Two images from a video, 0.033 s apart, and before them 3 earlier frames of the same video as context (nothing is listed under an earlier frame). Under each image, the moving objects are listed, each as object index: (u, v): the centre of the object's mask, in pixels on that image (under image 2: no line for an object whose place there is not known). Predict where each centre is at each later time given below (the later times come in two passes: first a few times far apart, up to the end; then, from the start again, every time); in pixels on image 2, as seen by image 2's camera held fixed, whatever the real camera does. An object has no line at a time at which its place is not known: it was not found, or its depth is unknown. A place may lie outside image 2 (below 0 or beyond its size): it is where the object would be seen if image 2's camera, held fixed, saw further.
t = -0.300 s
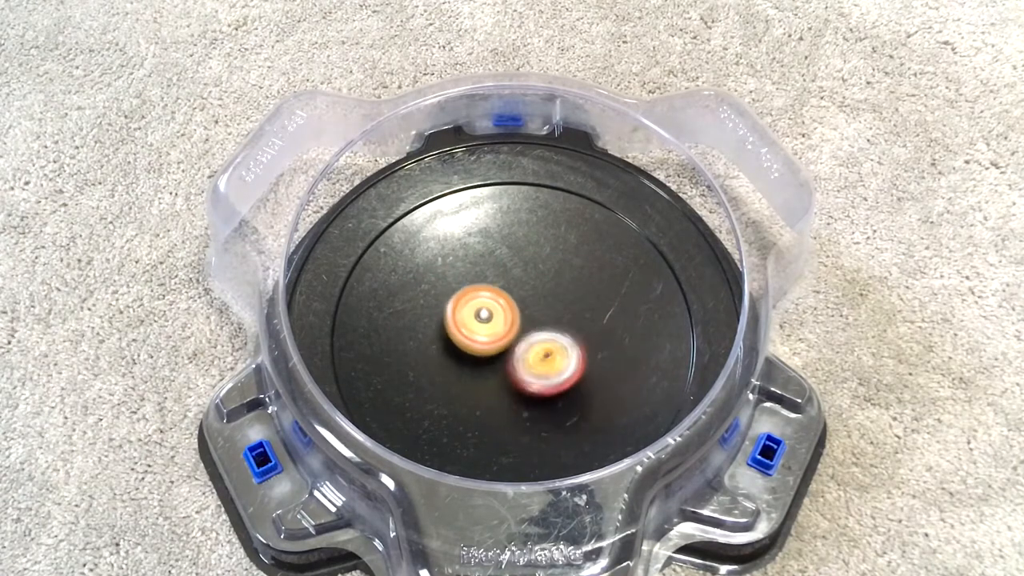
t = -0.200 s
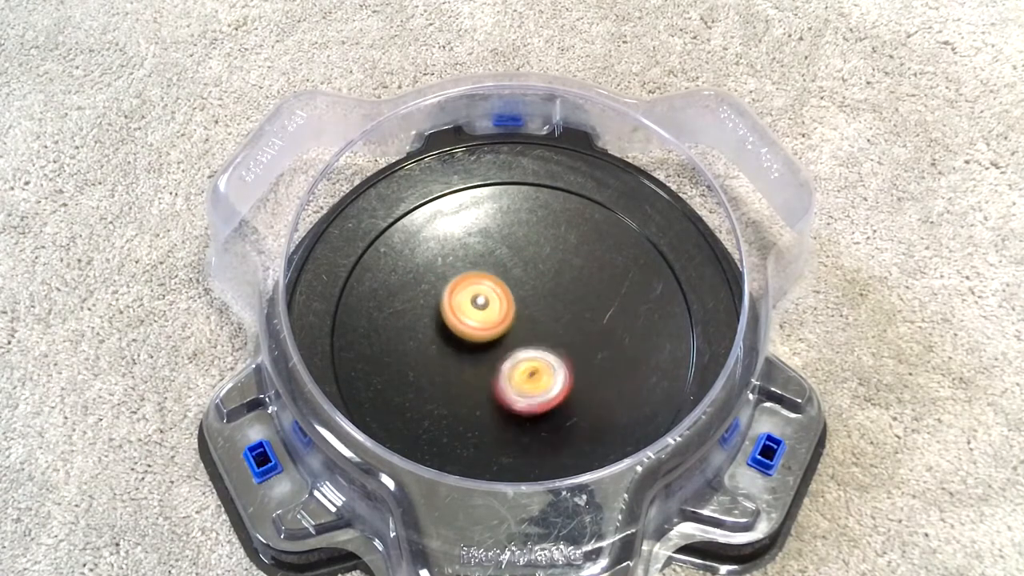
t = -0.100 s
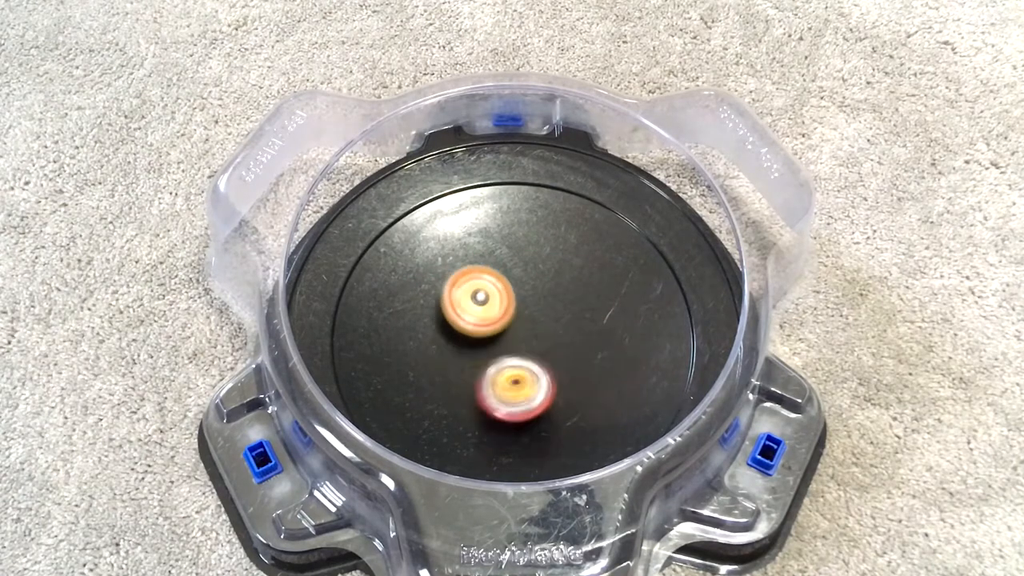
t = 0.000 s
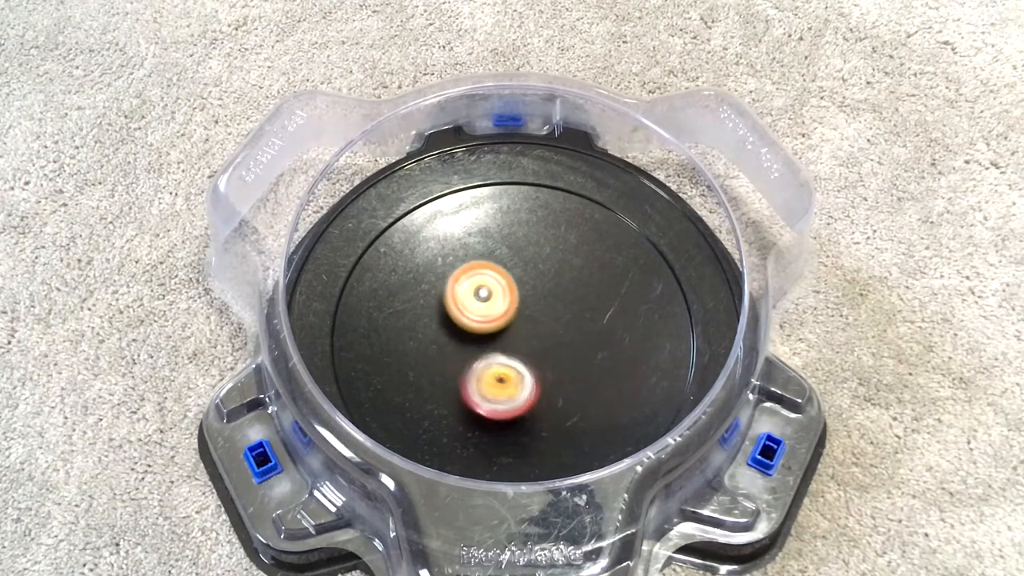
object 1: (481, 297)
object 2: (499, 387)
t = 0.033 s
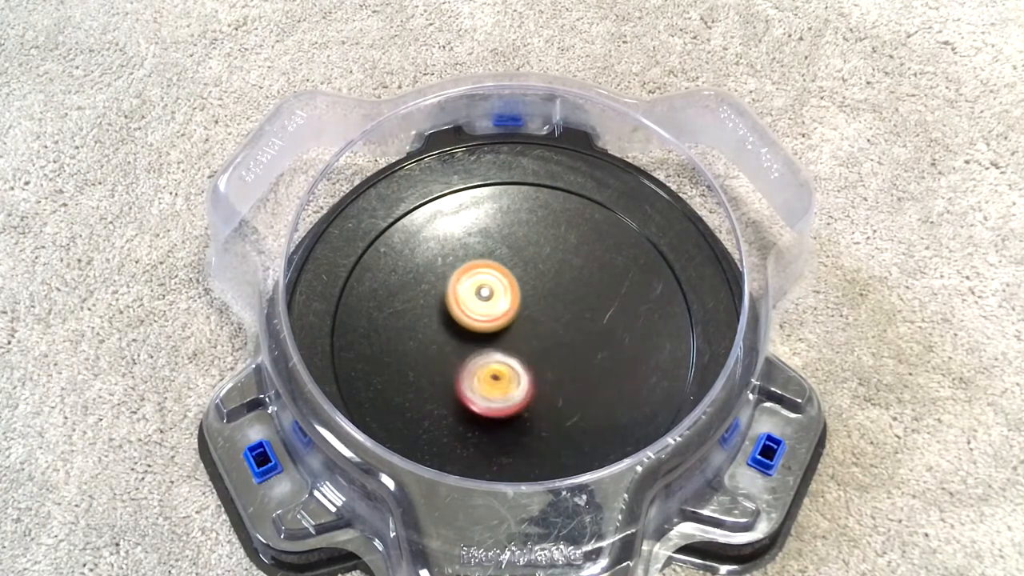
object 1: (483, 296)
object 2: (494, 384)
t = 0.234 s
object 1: (499, 294)
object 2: (466, 356)
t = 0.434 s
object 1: (517, 302)
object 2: (452, 341)
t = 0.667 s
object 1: (536, 319)
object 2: (454, 322)
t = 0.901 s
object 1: (542, 344)
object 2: (451, 299)
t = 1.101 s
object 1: (525, 355)
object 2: (492, 289)
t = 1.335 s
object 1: (504, 358)
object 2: (538, 280)
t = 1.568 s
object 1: (492, 337)
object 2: (568, 312)
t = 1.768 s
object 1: (490, 314)
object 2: (573, 349)
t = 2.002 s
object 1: (512, 300)
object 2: (538, 369)
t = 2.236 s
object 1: (533, 300)
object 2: (492, 361)
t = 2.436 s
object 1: (556, 313)
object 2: (469, 348)
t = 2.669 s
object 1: (558, 345)
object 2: (484, 336)
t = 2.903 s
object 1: (521, 391)
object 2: (506, 322)
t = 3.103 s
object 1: (472, 384)
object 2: (524, 330)
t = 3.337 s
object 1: (439, 339)
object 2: (523, 331)
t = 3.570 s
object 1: (449, 272)
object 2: (526, 342)
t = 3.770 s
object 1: (490, 245)
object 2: (537, 347)
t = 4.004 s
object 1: (548, 273)
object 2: (536, 349)
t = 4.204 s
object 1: (588, 329)
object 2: (511, 353)
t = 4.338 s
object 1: (606, 363)
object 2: (502, 346)
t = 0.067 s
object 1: (485, 295)
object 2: (489, 381)
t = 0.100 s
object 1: (487, 295)
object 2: (485, 376)
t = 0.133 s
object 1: (489, 295)
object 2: (481, 371)
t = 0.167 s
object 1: (491, 295)
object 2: (476, 366)
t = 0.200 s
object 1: (494, 294)
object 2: (471, 360)
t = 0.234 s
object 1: (499, 294)
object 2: (466, 356)
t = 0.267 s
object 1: (504, 294)
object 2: (461, 355)
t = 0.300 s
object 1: (507, 296)
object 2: (457, 352)
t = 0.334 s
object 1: (511, 297)
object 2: (454, 350)
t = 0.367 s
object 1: (513, 299)
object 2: (453, 347)
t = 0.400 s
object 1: (515, 301)
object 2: (453, 343)
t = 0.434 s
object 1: (517, 302)
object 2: (452, 341)
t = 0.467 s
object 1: (521, 304)
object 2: (451, 338)
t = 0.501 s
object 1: (523, 305)
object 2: (450, 335)
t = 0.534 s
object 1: (525, 308)
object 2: (452, 333)
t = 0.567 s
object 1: (527, 310)
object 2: (453, 330)
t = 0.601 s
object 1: (529, 313)
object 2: (454, 328)
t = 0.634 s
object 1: (531, 315)
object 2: (455, 325)
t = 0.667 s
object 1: (536, 319)
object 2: (454, 322)
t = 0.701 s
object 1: (542, 325)
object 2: (449, 317)
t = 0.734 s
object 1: (545, 329)
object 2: (445, 313)
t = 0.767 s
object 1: (545, 333)
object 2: (444, 310)
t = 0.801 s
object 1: (546, 336)
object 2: (444, 305)
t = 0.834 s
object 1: (545, 339)
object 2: (445, 303)
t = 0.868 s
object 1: (544, 341)
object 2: (448, 301)
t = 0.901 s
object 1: (542, 344)
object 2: (451, 299)
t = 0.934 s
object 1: (540, 346)
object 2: (456, 297)
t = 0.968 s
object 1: (538, 347)
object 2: (462, 295)
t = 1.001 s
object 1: (535, 348)
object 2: (469, 293)
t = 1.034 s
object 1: (532, 349)
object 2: (476, 293)
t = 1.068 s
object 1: (528, 350)
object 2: (484, 293)
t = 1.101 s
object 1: (525, 355)
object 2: (492, 289)
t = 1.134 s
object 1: (522, 359)
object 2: (499, 284)
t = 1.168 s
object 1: (518, 361)
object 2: (504, 281)
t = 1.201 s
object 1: (515, 362)
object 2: (509, 280)
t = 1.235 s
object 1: (512, 361)
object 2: (517, 278)
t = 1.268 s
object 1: (509, 361)
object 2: (525, 277)
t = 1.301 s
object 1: (506, 359)
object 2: (532, 279)
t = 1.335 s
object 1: (504, 358)
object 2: (538, 280)
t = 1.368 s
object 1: (501, 356)
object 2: (544, 282)
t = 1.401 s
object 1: (499, 354)
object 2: (550, 286)
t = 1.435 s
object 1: (497, 351)
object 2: (556, 290)
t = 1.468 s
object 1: (495, 348)
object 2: (560, 294)
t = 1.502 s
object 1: (494, 344)
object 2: (563, 300)
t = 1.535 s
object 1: (492, 341)
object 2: (566, 306)
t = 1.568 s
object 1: (492, 337)
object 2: (568, 312)
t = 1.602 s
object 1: (491, 334)
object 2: (568, 318)
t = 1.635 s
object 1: (491, 330)
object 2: (569, 324)
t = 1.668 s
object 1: (488, 325)
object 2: (573, 331)
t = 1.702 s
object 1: (487, 321)
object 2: (575, 337)
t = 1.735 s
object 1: (488, 317)
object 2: (575, 343)
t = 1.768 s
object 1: (490, 314)
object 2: (573, 349)
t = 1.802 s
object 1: (492, 311)
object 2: (571, 354)
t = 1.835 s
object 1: (495, 308)
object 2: (568, 358)
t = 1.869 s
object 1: (498, 306)
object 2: (564, 363)
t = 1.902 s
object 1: (501, 304)
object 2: (557, 366)
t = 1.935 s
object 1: (505, 302)
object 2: (551, 368)
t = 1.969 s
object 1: (508, 301)
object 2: (544, 369)
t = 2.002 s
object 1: (512, 300)
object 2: (538, 369)
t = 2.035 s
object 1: (515, 300)
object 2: (531, 368)
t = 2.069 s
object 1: (518, 299)
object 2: (523, 368)
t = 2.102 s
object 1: (521, 297)
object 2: (515, 368)
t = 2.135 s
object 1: (524, 297)
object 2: (508, 368)
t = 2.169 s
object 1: (527, 298)
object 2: (503, 366)
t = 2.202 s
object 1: (529, 299)
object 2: (498, 363)
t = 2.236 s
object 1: (533, 300)
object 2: (492, 361)
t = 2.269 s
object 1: (538, 301)
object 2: (485, 360)
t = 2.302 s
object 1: (541, 303)
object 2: (481, 356)
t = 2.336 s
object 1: (542, 305)
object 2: (479, 353)
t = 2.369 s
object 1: (544, 308)
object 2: (480, 348)
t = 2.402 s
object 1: (550, 310)
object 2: (476, 348)
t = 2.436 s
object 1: (556, 313)
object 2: (469, 348)
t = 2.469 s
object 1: (558, 316)
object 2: (464, 345)
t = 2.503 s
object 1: (559, 320)
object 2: (464, 342)
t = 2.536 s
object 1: (559, 324)
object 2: (467, 339)
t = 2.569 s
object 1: (559, 327)
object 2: (473, 338)
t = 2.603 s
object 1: (558, 331)
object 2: (480, 338)
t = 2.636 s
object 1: (558, 337)
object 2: (485, 339)
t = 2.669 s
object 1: (558, 345)
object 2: (484, 336)
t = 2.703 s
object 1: (559, 356)
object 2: (483, 329)
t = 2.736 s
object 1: (556, 365)
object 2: (485, 323)
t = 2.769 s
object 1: (550, 374)
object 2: (491, 320)
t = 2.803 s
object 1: (543, 380)
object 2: (495, 319)
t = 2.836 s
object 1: (536, 384)
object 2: (499, 322)
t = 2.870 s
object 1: (528, 388)
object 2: (503, 320)
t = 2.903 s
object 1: (521, 391)
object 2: (506, 322)
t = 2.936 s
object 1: (513, 392)
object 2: (510, 322)
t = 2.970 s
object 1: (505, 392)
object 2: (514, 322)
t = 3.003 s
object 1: (497, 391)
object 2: (517, 324)
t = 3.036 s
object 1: (490, 389)
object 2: (518, 326)
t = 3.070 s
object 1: (481, 387)
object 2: (520, 328)
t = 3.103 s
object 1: (472, 384)
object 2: (524, 330)
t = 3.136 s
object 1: (464, 380)
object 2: (527, 330)
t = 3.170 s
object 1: (456, 375)
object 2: (527, 331)
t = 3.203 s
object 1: (450, 368)
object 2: (527, 331)
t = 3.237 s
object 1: (445, 361)
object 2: (525, 330)
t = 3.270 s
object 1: (442, 354)
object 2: (524, 331)
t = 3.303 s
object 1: (439, 347)
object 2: (526, 331)
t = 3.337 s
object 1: (439, 339)
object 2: (523, 331)
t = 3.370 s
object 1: (438, 331)
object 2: (520, 328)
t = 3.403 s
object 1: (440, 323)
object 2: (517, 327)
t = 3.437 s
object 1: (442, 315)
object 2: (515, 324)
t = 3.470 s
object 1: (445, 307)
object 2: (515, 324)
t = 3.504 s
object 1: (445, 294)
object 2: (518, 330)
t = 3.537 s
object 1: (445, 282)
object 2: (521, 338)
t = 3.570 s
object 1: (449, 272)
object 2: (526, 342)
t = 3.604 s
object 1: (454, 265)
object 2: (529, 346)
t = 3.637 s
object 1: (459, 259)
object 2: (532, 347)
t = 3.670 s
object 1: (466, 253)
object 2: (535, 347)
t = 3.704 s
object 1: (474, 249)
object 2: (537, 347)
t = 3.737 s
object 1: (482, 247)
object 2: (537, 347)
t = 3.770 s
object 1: (490, 245)
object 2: (537, 347)
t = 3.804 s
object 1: (500, 245)
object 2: (537, 347)
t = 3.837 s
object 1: (509, 246)
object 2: (537, 348)
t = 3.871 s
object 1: (520, 250)
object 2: (537, 348)
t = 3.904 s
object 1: (528, 254)
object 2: (537, 348)
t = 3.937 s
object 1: (536, 259)
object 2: (537, 348)
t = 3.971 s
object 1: (542, 265)
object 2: (537, 349)
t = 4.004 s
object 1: (548, 273)
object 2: (536, 349)
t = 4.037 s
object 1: (555, 281)
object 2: (535, 350)
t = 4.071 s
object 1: (563, 288)
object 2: (530, 353)
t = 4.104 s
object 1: (569, 297)
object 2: (526, 354)
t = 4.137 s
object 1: (573, 307)
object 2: (523, 355)
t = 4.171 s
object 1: (580, 318)
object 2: (518, 355)
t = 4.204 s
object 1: (588, 329)
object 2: (511, 353)
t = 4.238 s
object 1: (597, 339)
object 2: (508, 351)
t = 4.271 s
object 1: (602, 349)
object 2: (504, 348)
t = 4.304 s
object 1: (605, 357)
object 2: (502, 347)
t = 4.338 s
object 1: (606, 363)
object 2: (502, 346)
